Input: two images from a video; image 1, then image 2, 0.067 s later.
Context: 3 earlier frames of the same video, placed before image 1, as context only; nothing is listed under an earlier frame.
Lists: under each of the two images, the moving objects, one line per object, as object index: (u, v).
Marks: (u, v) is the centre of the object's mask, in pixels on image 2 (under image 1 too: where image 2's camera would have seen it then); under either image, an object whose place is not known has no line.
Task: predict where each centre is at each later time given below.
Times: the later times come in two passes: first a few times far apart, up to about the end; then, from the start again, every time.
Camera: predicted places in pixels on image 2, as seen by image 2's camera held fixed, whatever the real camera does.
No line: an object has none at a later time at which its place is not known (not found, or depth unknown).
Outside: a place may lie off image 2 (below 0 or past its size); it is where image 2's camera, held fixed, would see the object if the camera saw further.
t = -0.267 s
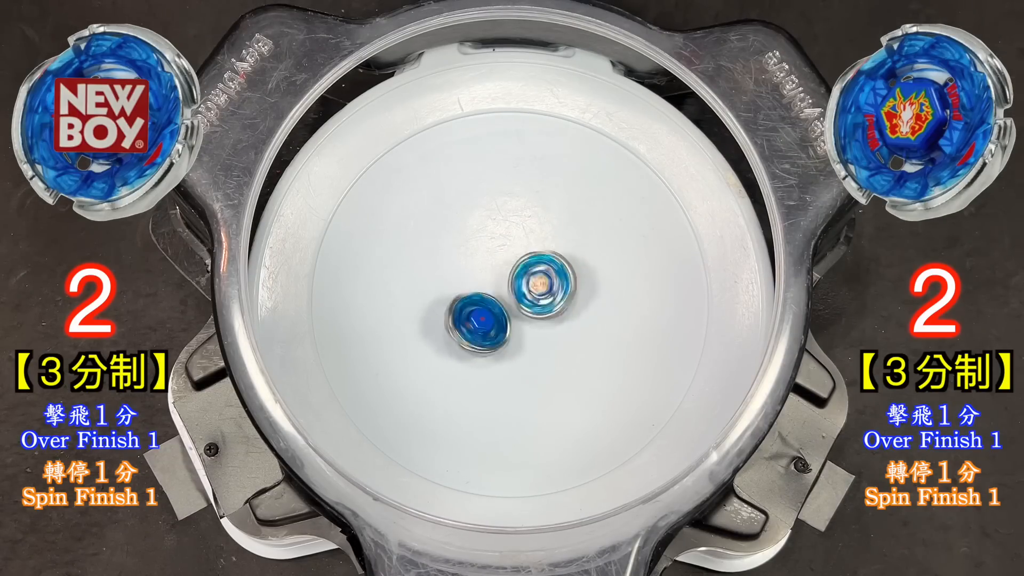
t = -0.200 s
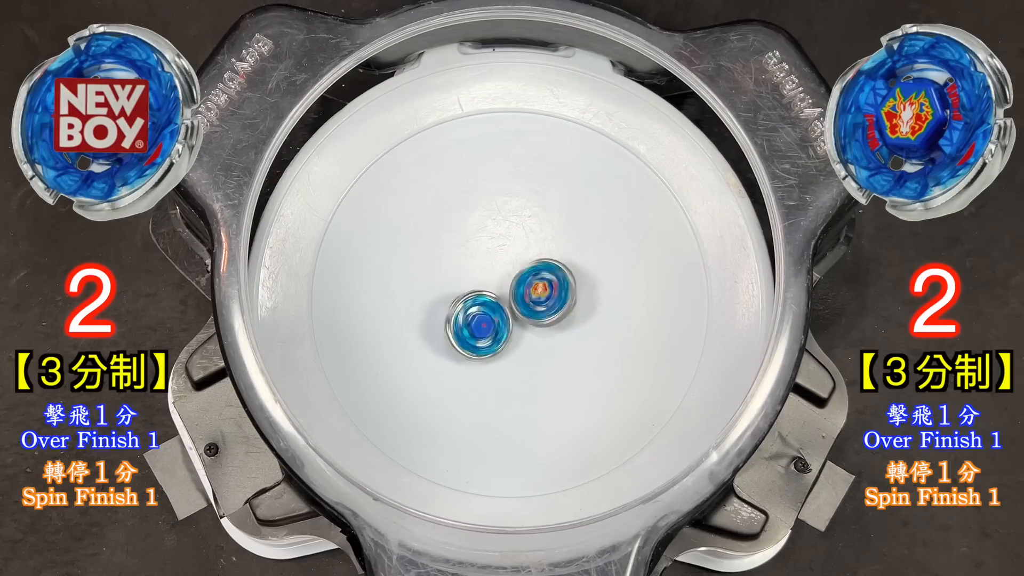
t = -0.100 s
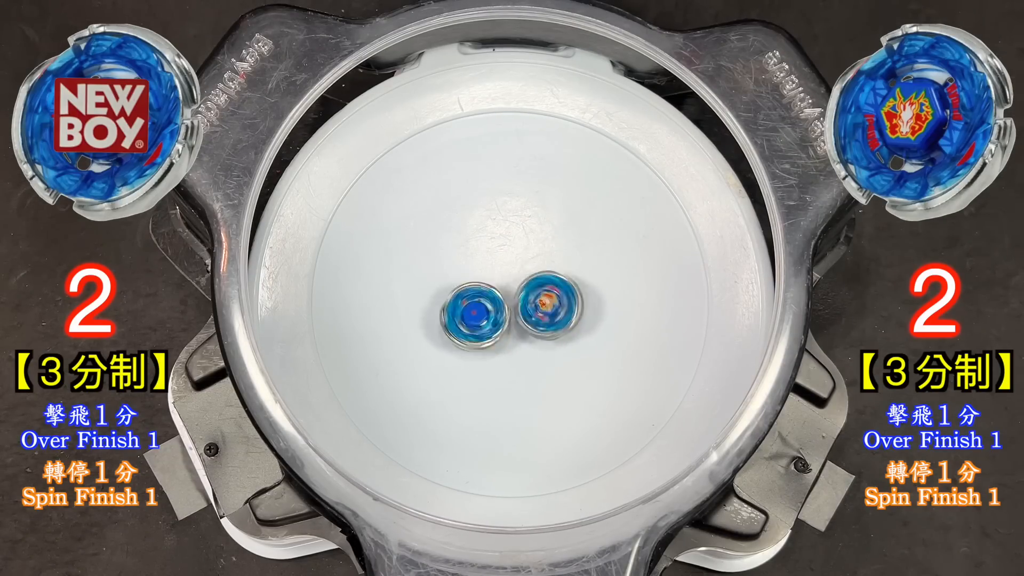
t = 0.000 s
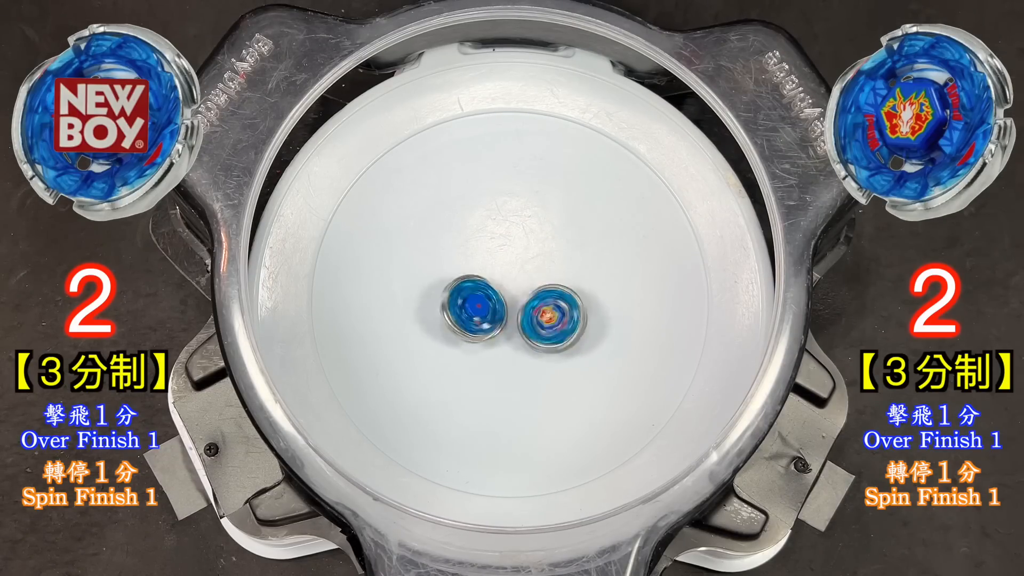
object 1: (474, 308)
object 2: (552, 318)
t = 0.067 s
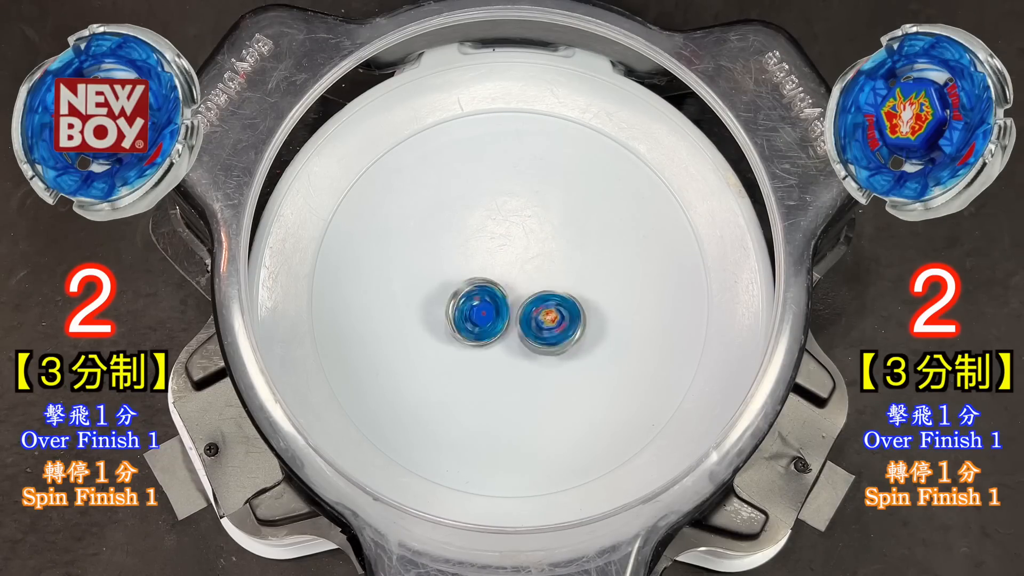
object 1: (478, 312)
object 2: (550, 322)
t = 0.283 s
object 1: (488, 310)
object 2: (549, 342)
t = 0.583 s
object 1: (490, 274)
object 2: (544, 343)
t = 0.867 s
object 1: (479, 297)
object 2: (554, 335)
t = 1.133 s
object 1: (497, 303)
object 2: (556, 326)
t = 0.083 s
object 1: (479, 313)
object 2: (550, 323)
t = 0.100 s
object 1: (479, 313)
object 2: (549, 325)
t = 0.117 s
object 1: (479, 312)
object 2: (549, 327)
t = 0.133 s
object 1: (479, 312)
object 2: (548, 329)
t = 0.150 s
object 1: (479, 312)
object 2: (547, 330)
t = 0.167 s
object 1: (478, 311)
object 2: (548, 333)
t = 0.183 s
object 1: (479, 311)
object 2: (549, 334)
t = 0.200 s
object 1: (480, 310)
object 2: (549, 335)
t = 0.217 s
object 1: (481, 311)
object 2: (549, 337)
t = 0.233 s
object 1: (482, 311)
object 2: (549, 338)
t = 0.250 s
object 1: (484, 311)
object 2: (549, 339)
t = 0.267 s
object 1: (486, 310)
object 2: (549, 341)
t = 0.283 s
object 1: (488, 310)
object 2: (549, 342)
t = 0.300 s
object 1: (491, 310)
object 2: (548, 343)
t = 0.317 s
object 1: (493, 309)
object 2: (548, 345)
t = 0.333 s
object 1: (496, 307)
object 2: (549, 346)
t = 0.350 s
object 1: (500, 305)
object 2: (549, 347)
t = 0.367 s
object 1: (503, 302)
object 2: (549, 348)
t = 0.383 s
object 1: (507, 299)
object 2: (549, 348)
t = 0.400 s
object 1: (509, 296)
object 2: (549, 349)
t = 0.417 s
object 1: (510, 293)
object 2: (548, 350)
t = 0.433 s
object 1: (510, 289)
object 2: (547, 350)
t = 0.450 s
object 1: (509, 285)
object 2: (546, 350)
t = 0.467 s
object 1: (508, 282)
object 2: (544, 350)
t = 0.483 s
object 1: (506, 279)
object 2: (544, 349)
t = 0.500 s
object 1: (503, 276)
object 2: (543, 347)
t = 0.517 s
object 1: (500, 275)
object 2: (543, 346)
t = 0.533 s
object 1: (498, 274)
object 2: (543, 345)
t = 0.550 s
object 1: (495, 274)
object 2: (543, 344)
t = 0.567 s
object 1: (492, 274)
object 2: (543, 344)
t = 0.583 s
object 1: (490, 274)
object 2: (544, 343)
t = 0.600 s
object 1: (488, 275)
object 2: (544, 342)
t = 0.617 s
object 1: (486, 276)
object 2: (545, 341)
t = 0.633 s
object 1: (483, 277)
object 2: (545, 340)
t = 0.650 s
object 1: (482, 279)
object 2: (546, 339)
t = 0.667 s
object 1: (481, 280)
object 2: (547, 339)
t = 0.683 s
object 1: (479, 282)
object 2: (548, 339)
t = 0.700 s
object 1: (479, 283)
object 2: (549, 338)
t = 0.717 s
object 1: (478, 285)
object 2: (549, 337)
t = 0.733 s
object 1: (478, 287)
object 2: (550, 336)
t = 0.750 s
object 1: (477, 288)
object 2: (551, 336)
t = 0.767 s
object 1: (477, 289)
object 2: (551, 336)
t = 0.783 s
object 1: (477, 291)
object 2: (552, 336)
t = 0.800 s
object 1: (477, 292)
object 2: (553, 335)
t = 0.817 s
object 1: (478, 294)
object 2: (553, 335)
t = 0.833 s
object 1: (478, 295)
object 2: (554, 335)
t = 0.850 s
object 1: (479, 296)
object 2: (554, 335)
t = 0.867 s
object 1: (479, 297)
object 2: (554, 335)
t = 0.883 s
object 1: (480, 298)
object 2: (553, 335)
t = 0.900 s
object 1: (480, 299)
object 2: (553, 335)
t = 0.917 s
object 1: (482, 301)
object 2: (553, 333)
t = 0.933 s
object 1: (483, 303)
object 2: (552, 333)
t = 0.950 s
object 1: (484, 303)
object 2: (552, 331)
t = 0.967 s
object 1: (486, 304)
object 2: (552, 329)
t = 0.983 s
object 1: (487, 305)
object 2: (552, 328)
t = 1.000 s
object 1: (489, 306)
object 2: (554, 326)
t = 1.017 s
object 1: (491, 307)
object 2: (555, 325)
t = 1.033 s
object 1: (492, 306)
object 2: (555, 326)
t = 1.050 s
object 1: (492, 306)
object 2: (557, 326)
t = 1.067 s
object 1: (493, 305)
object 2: (558, 328)
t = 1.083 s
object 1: (493, 304)
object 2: (557, 328)
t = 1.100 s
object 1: (495, 304)
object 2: (558, 327)
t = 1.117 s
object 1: (496, 304)
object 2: (556, 327)
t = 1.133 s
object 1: (497, 303)
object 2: (556, 326)
